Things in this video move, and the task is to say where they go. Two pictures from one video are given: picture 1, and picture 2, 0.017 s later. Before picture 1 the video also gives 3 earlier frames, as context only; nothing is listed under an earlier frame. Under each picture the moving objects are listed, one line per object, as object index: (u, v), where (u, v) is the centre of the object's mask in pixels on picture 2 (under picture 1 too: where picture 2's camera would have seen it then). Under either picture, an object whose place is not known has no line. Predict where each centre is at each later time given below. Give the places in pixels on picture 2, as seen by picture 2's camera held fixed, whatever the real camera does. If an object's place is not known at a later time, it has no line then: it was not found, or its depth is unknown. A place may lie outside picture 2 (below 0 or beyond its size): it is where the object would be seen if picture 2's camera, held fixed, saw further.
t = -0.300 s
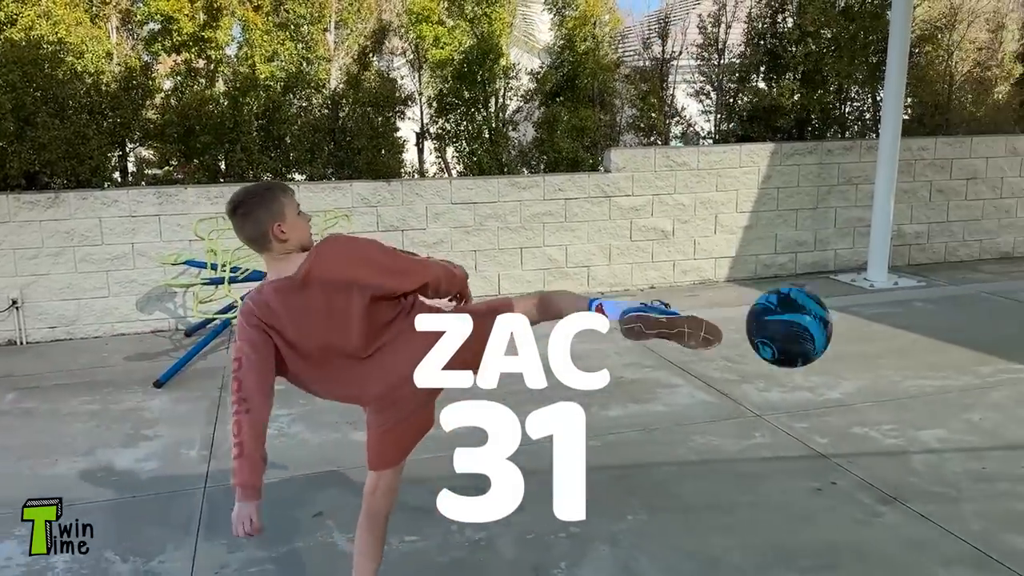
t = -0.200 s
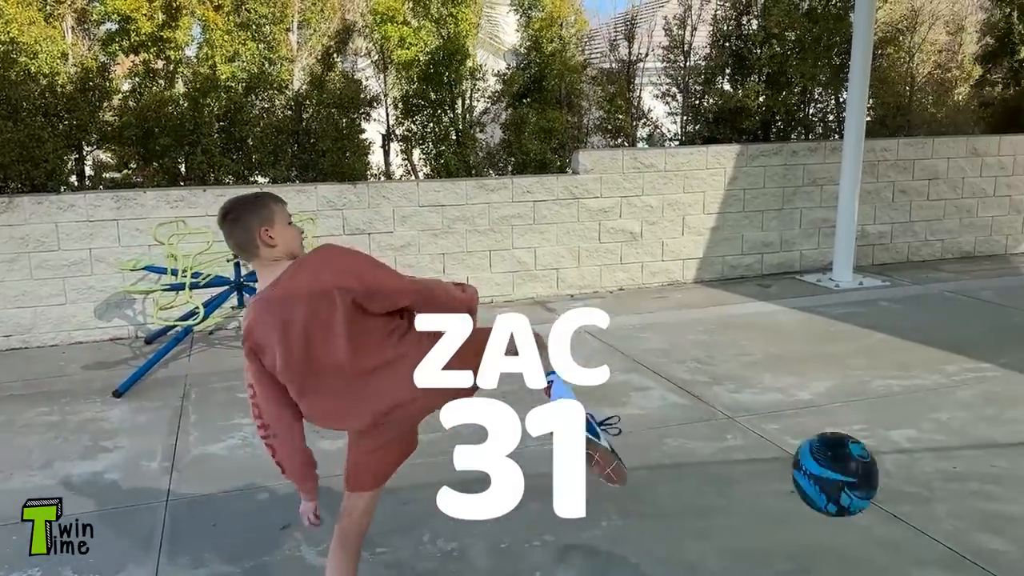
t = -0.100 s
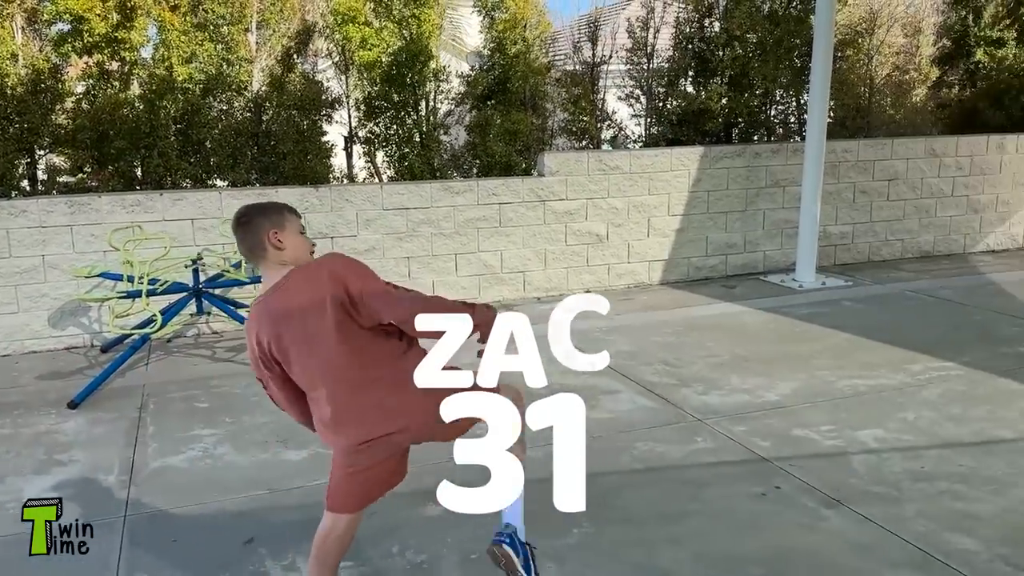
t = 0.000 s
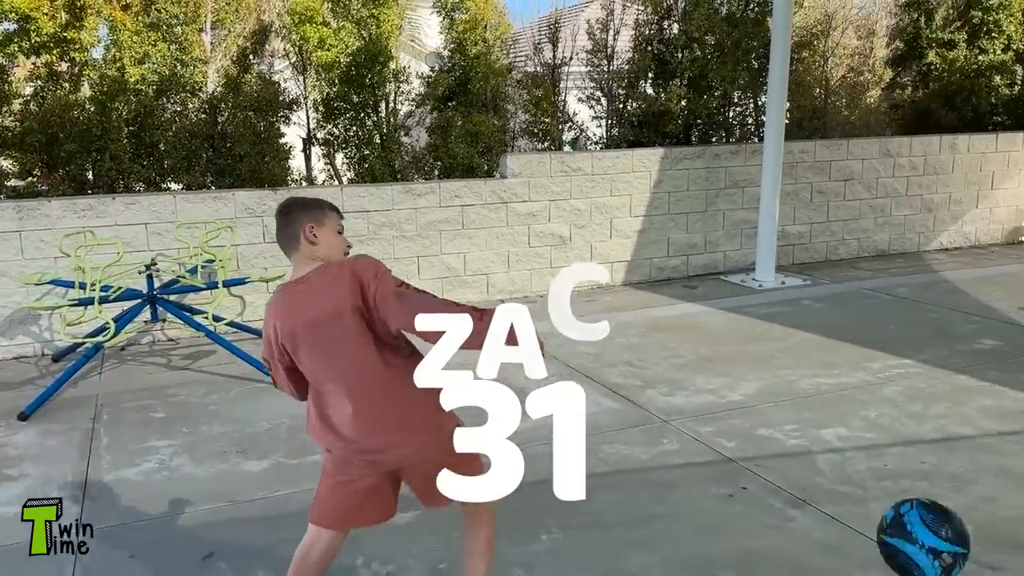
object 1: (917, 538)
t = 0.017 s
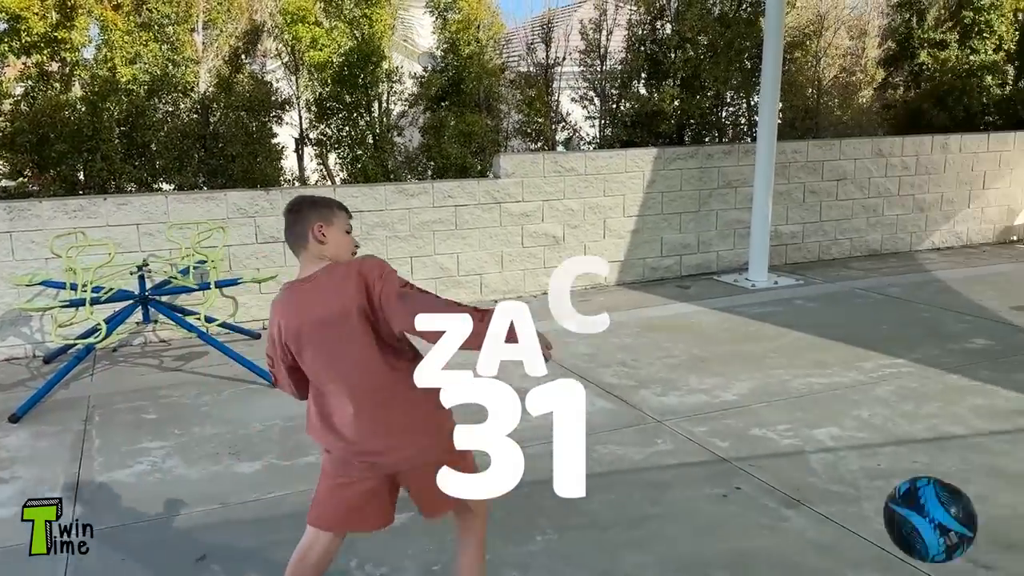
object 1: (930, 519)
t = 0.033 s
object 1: (943, 499)
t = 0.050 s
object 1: (956, 479)
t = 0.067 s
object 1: (970, 461)
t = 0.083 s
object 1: (983, 443)
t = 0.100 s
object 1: (996, 425)
